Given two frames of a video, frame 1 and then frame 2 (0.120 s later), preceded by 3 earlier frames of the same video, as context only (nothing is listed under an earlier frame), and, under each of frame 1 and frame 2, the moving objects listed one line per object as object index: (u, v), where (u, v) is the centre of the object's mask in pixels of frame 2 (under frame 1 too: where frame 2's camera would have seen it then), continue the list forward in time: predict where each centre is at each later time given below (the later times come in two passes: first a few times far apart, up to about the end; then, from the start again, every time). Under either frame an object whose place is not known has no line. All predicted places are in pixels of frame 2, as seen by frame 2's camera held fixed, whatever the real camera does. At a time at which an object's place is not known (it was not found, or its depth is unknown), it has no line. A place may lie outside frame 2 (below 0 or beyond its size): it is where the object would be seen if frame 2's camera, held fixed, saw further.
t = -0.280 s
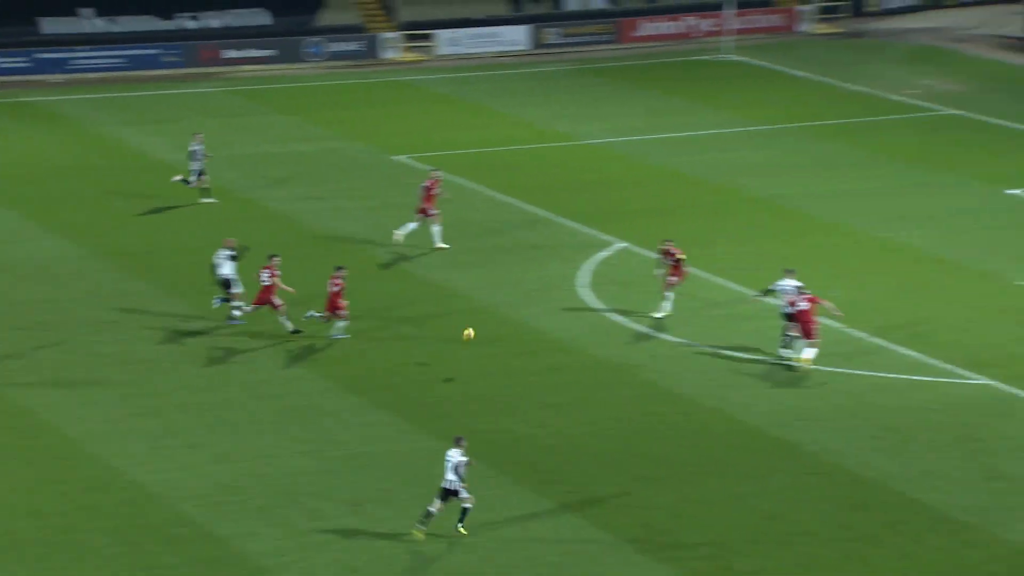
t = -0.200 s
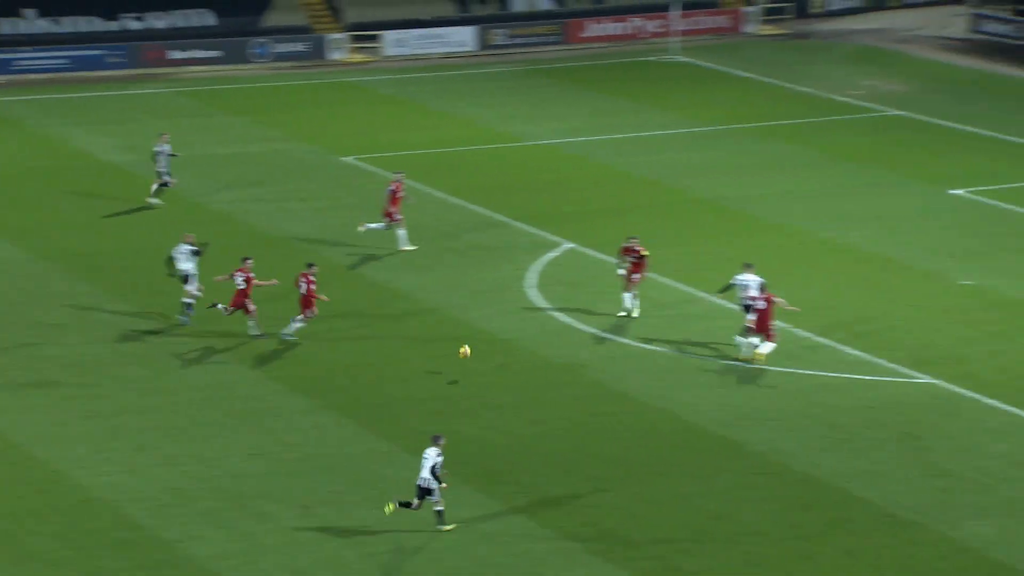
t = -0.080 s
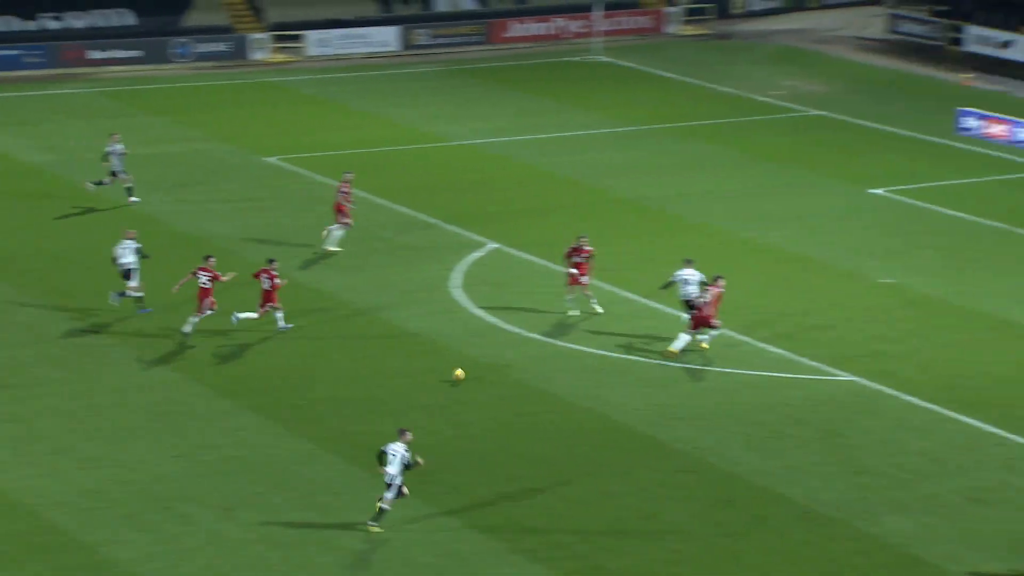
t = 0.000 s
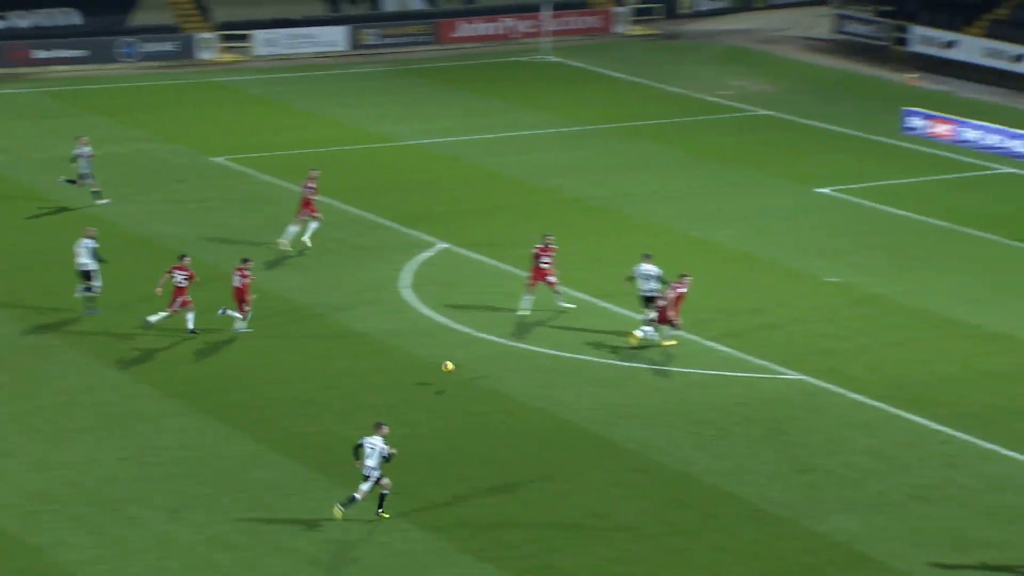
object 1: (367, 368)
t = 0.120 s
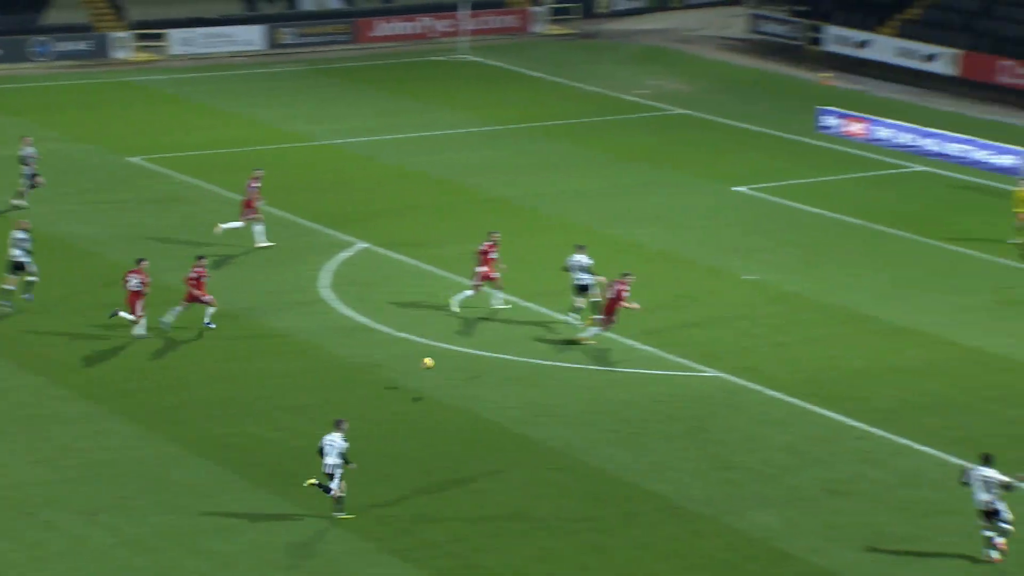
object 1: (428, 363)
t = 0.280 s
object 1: (505, 370)
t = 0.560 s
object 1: (635, 389)
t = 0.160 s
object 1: (448, 364)
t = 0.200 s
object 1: (466, 365)
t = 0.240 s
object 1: (486, 367)
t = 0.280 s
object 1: (505, 370)
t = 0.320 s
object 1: (524, 375)
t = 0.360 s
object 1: (543, 381)
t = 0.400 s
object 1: (561, 387)
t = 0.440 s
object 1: (579, 394)
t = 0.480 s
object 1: (597, 393)
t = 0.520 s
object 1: (616, 390)
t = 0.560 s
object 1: (635, 389)
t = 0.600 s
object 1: (653, 388)
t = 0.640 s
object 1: (671, 388)
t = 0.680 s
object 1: (689, 389)
